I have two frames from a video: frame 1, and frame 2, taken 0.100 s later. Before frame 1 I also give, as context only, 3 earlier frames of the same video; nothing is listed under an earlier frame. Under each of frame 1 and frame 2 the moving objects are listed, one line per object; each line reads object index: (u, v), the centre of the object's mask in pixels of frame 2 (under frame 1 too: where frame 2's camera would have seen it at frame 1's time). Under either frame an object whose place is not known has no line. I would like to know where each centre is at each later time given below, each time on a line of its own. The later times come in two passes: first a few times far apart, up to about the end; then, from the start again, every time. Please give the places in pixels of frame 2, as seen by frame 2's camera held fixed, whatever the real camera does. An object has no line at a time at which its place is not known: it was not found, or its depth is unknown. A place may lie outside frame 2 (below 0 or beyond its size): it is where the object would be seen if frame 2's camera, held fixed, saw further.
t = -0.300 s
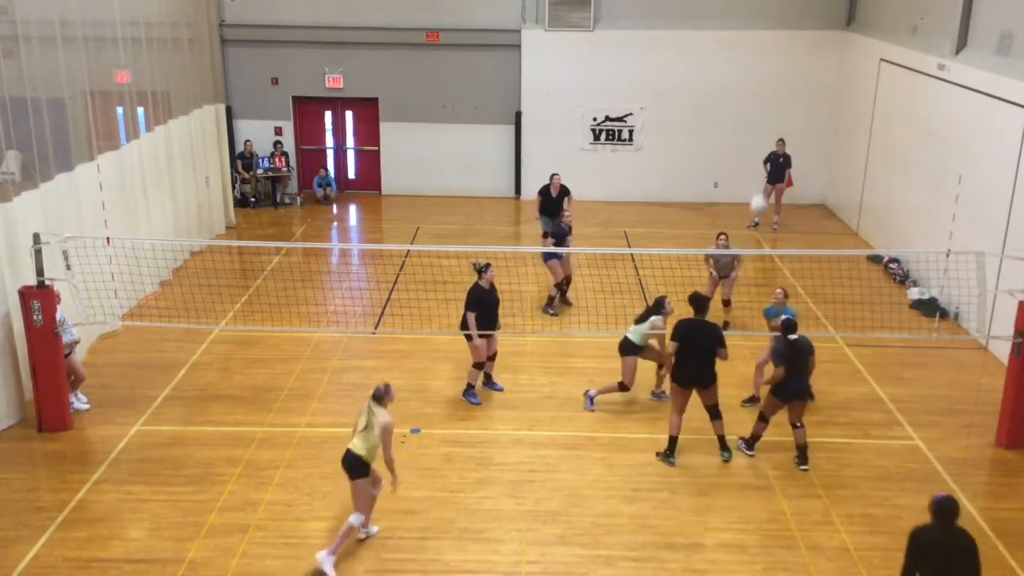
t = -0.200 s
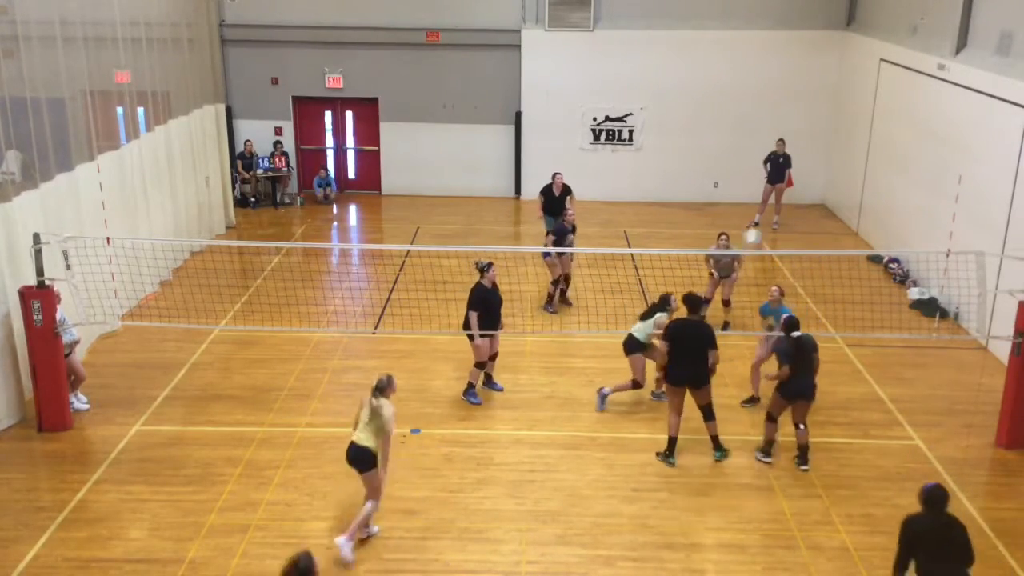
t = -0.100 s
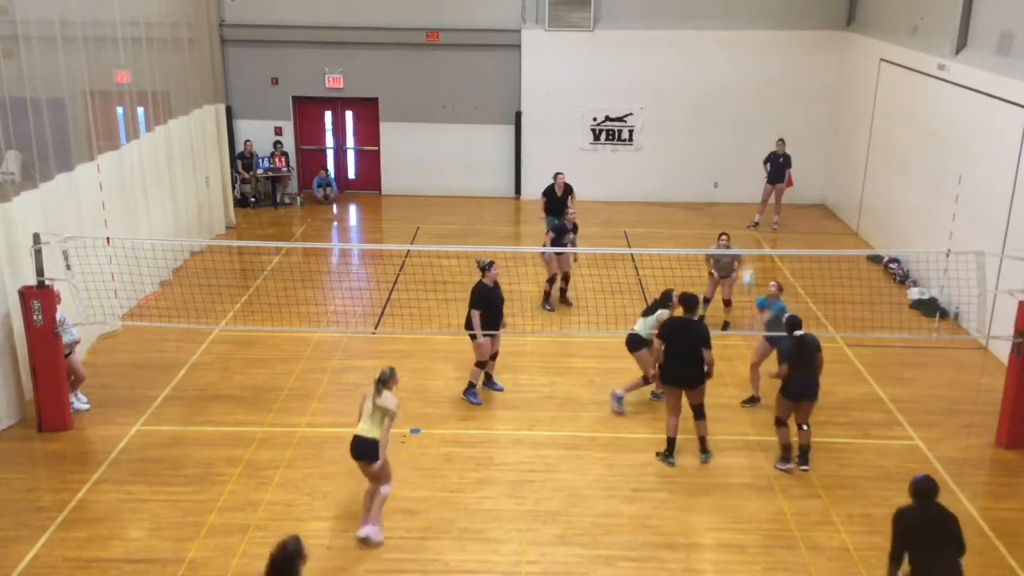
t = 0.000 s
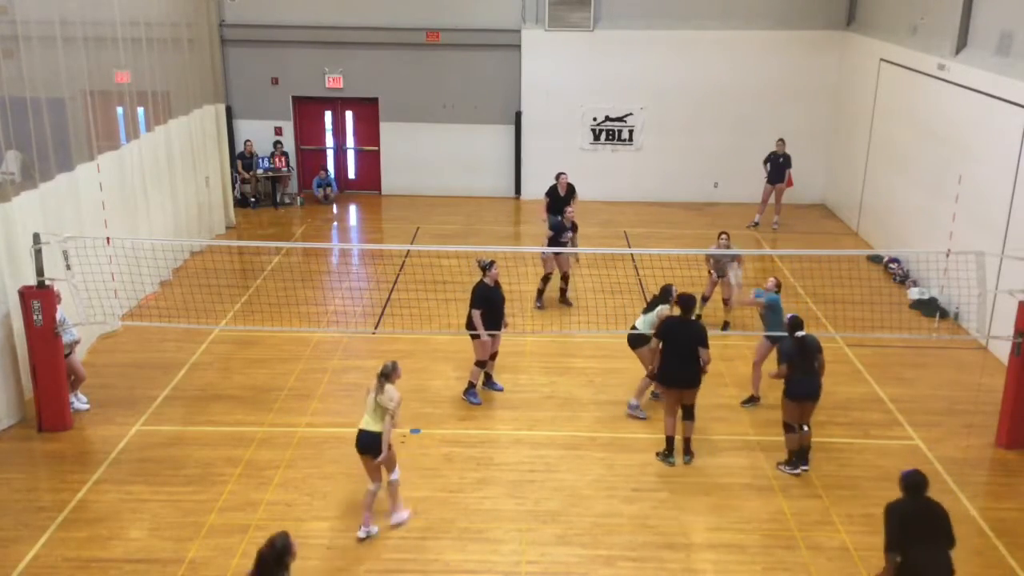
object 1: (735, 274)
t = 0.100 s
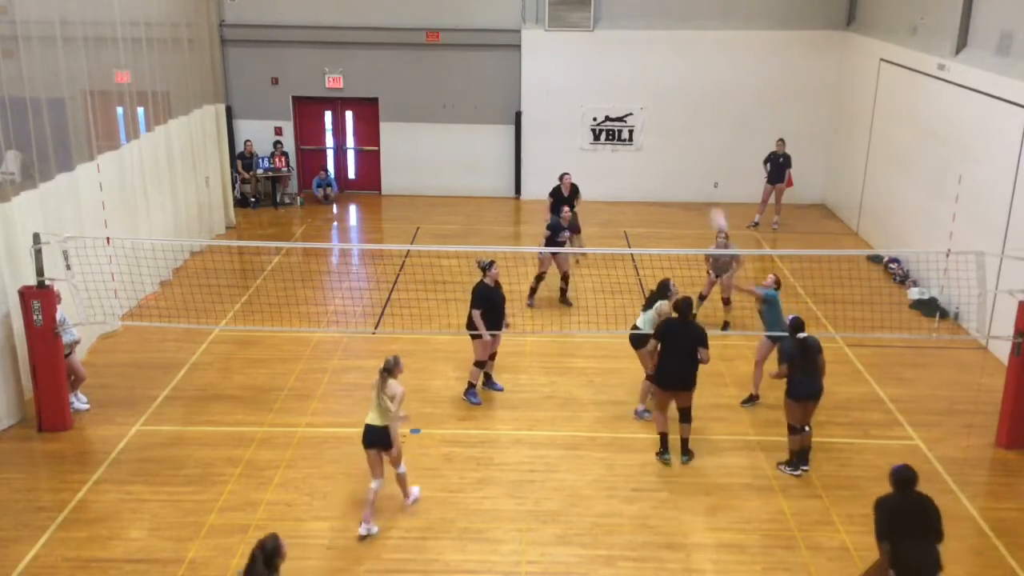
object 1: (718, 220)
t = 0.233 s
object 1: (693, 159)
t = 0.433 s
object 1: (655, 95)
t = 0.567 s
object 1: (628, 70)
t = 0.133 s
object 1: (712, 204)
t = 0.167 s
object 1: (706, 187)
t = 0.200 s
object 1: (700, 173)
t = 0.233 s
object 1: (693, 159)
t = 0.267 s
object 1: (686, 145)
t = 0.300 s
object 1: (681, 132)
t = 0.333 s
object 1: (673, 122)
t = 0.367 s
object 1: (669, 113)
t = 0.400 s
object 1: (662, 103)
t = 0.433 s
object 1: (655, 95)
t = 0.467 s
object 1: (648, 87)
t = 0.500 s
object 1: (641, 81)
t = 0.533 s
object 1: (634, 75)
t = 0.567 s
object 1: (628, 70)
